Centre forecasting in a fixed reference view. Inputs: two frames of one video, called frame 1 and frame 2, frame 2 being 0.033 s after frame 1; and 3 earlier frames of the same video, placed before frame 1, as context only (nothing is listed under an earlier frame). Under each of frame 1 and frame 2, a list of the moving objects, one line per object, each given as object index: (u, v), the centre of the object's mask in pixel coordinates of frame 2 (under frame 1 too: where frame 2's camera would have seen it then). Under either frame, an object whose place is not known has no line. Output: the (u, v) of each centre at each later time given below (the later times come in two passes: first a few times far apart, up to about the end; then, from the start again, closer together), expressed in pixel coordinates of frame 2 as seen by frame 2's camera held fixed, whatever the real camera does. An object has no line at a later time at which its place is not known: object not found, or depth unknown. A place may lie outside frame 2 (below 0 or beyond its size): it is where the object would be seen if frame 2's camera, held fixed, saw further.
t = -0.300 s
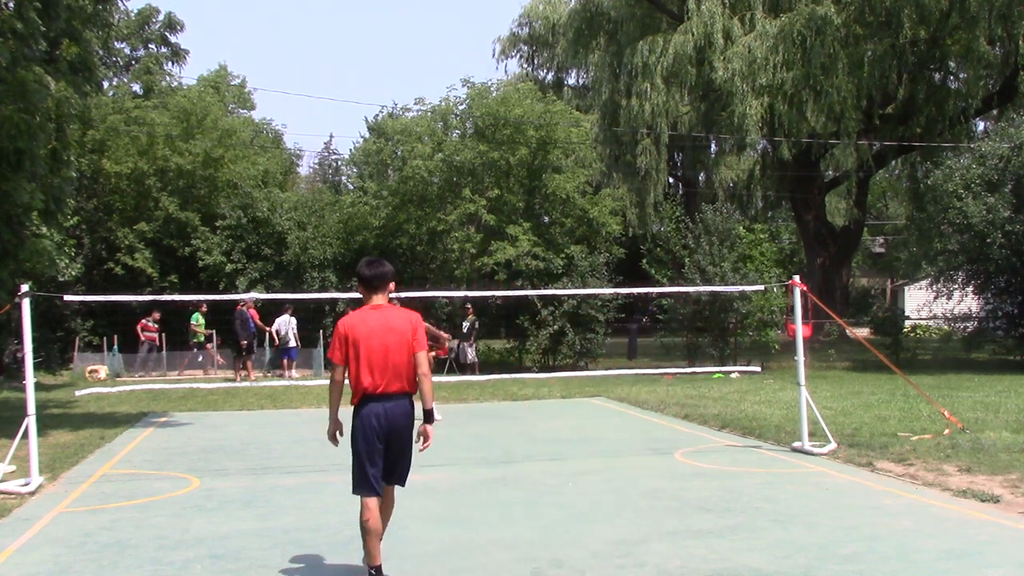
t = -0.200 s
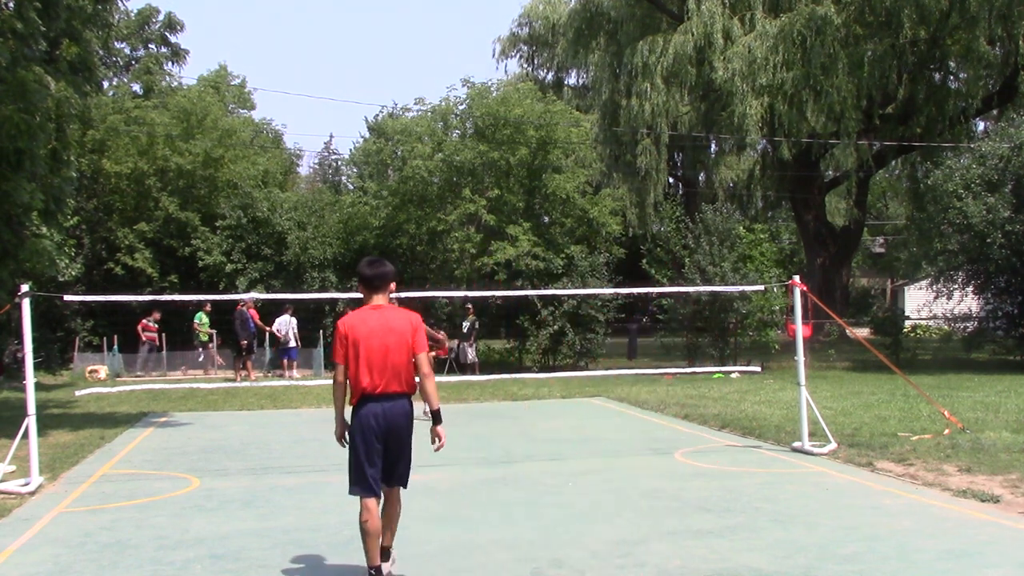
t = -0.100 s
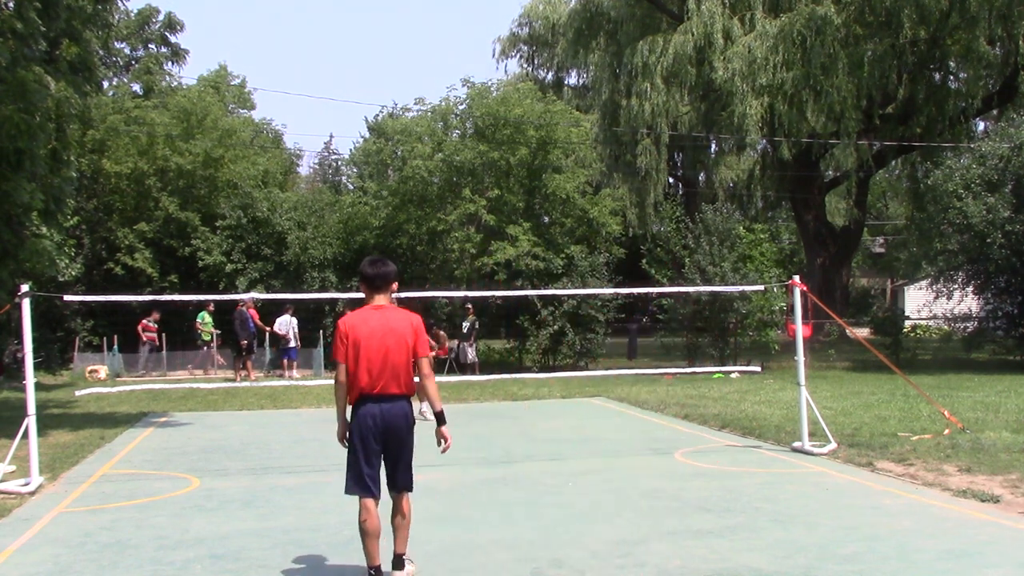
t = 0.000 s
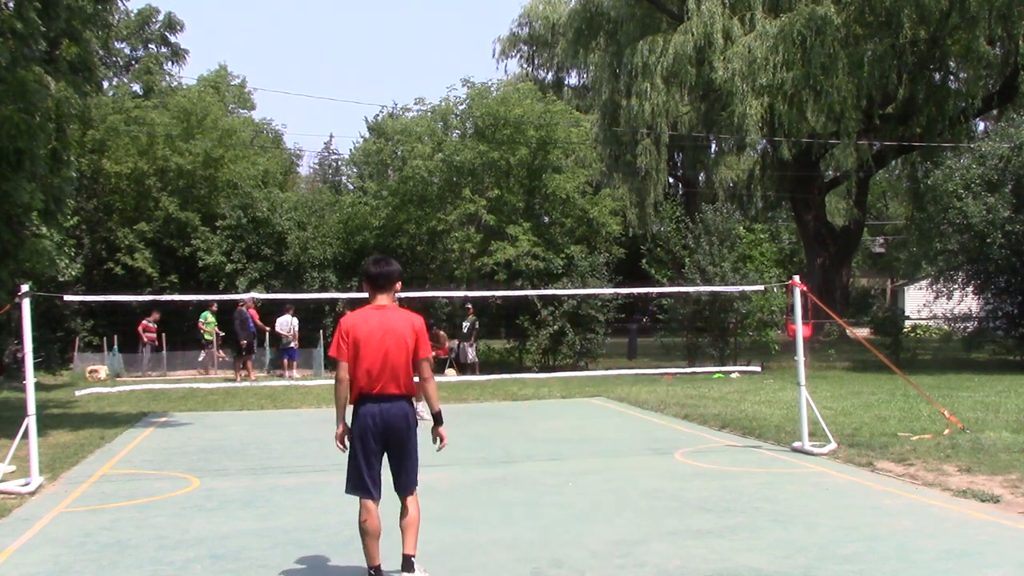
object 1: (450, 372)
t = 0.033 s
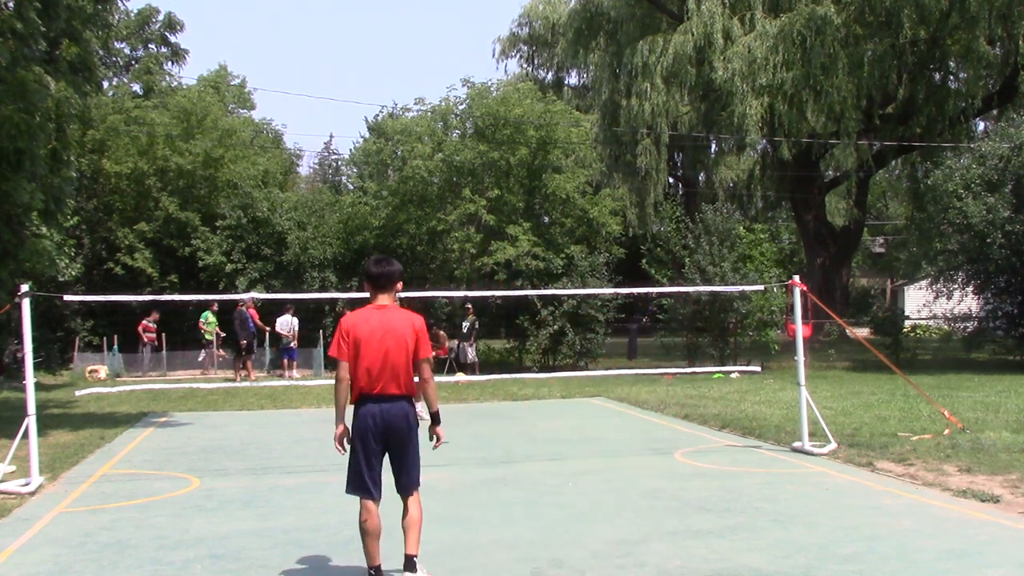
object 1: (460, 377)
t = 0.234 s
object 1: (532, 436)
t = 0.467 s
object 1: (620, 435)
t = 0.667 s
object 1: (707, 437)
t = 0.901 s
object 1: (844, 536)
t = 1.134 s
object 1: (991, 526)
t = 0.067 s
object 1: (471, 385)
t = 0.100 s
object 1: (482, 391)
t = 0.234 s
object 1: (532, 436)
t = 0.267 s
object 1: (545, 451)
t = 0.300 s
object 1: (560, 470)
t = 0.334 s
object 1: (571, 462)
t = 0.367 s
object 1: (583, 454)
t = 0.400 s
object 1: (594, 446)
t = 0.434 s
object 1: (607, 440)
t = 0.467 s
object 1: (620, 435)
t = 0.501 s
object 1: (633, 431)
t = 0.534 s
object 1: (646, 429)
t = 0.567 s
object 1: (661, 429)
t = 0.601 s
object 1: (676, 430)
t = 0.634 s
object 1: (691, 432)
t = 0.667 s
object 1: (707, 437)
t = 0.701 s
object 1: (724, 444)
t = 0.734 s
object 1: (742, 452)
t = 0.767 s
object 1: (761, 464)
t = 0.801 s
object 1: (780, 477)
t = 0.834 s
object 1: (800, 494)
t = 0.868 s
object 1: (821, 513)
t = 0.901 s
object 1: (844, 536)
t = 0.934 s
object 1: (864, 543)
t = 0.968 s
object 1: (883, 534)
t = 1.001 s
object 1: (903, 528)
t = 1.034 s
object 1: (923, 524)
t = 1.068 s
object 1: (945, 522)
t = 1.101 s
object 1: (968, 523)
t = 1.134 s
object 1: (991, 526)
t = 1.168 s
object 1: (1013, 531)
